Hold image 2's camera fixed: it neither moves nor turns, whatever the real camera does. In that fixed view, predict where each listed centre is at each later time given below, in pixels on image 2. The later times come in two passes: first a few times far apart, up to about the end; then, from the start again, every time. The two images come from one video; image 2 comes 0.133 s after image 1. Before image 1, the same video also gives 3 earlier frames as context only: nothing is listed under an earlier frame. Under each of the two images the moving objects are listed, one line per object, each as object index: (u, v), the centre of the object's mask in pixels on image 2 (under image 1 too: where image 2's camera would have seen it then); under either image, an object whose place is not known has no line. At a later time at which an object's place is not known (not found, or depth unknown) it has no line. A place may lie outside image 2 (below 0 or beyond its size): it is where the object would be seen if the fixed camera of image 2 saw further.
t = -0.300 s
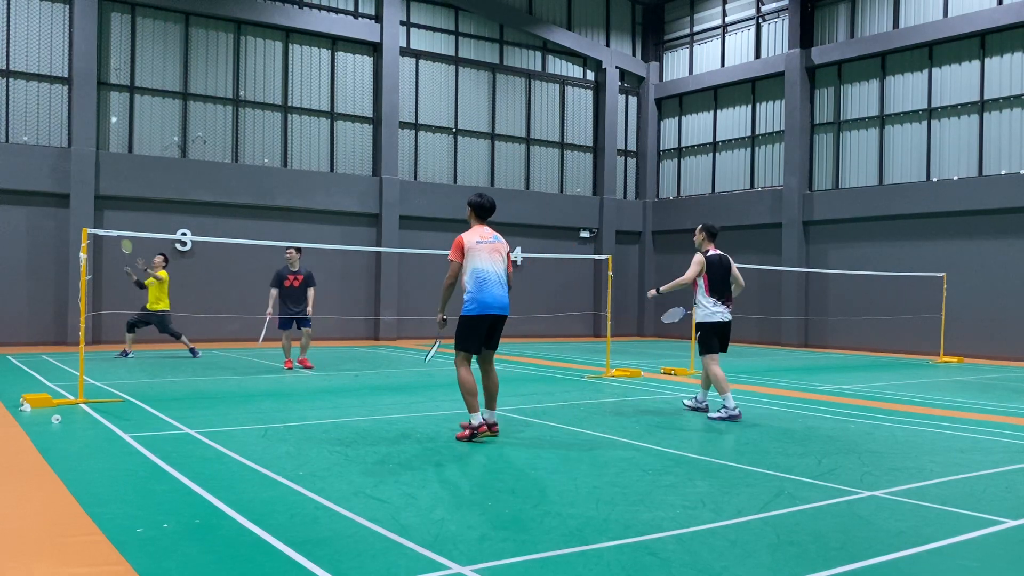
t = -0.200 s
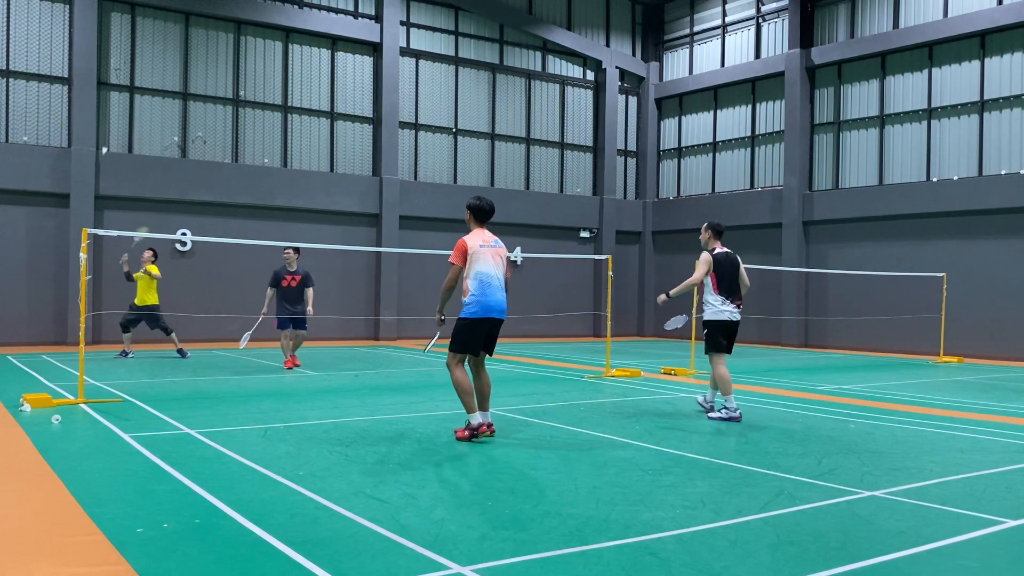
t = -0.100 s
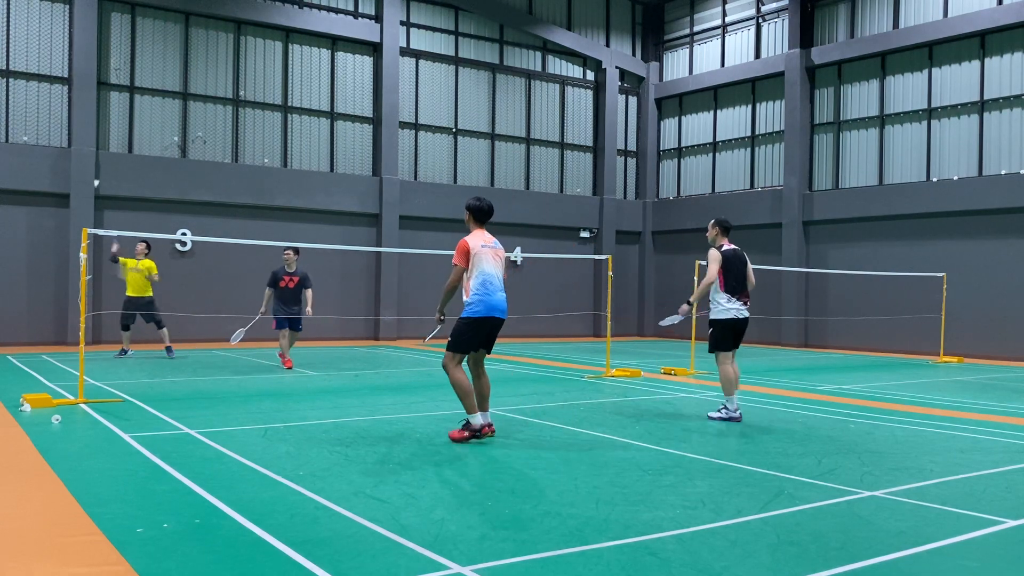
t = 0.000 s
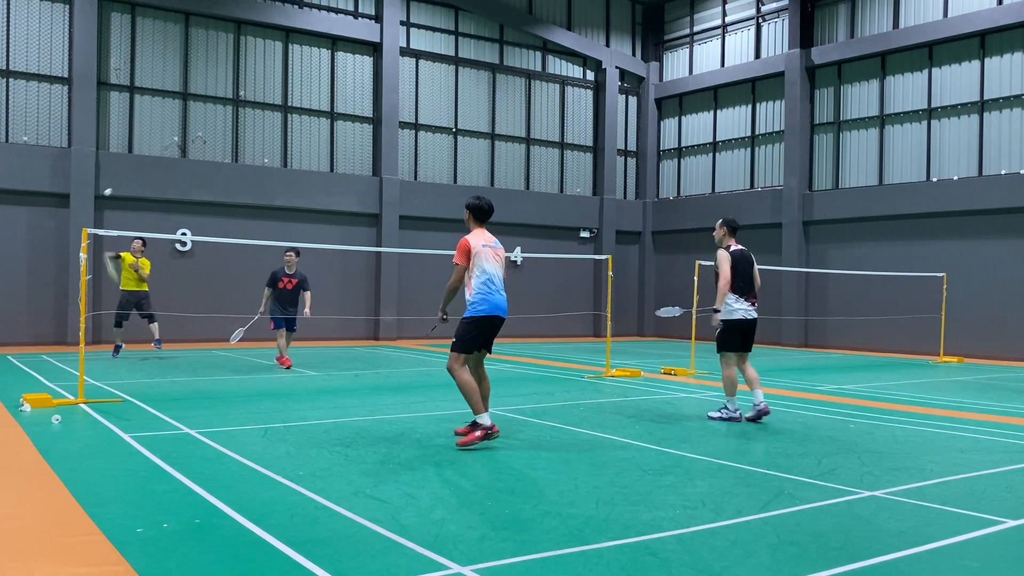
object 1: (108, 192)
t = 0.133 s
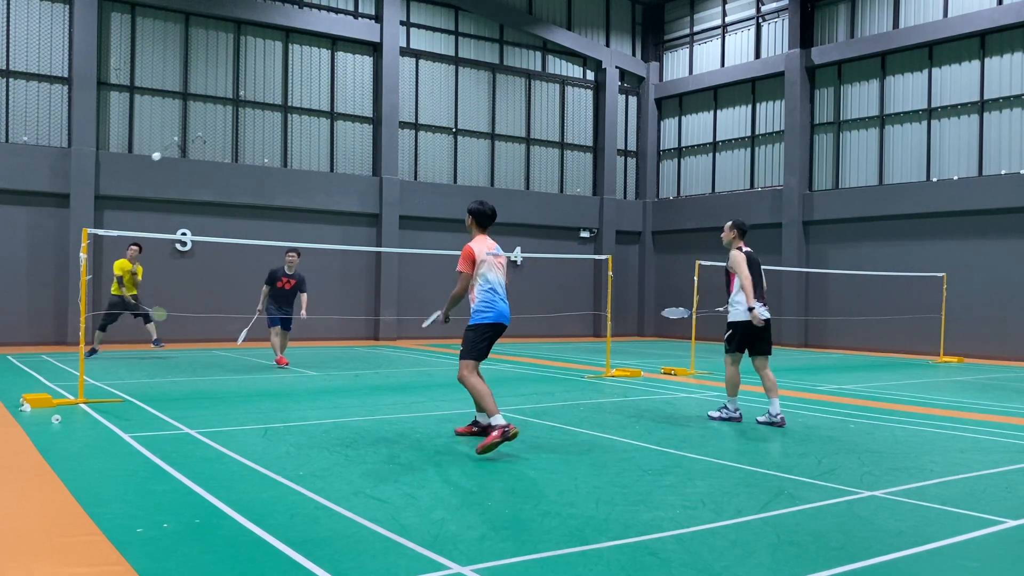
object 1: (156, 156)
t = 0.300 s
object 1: (200, 142)
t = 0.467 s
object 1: (238, 162)
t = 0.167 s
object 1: (166, 151)
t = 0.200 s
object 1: (176, 146)
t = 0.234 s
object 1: (184, 143)
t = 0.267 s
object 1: (192, 142)
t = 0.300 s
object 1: (200, 142)
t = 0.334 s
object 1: (207, 143)
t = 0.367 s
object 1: (216, 146)
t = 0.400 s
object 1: (223, 150)
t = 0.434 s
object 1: (231, 156)
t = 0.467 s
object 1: (238, 162)
